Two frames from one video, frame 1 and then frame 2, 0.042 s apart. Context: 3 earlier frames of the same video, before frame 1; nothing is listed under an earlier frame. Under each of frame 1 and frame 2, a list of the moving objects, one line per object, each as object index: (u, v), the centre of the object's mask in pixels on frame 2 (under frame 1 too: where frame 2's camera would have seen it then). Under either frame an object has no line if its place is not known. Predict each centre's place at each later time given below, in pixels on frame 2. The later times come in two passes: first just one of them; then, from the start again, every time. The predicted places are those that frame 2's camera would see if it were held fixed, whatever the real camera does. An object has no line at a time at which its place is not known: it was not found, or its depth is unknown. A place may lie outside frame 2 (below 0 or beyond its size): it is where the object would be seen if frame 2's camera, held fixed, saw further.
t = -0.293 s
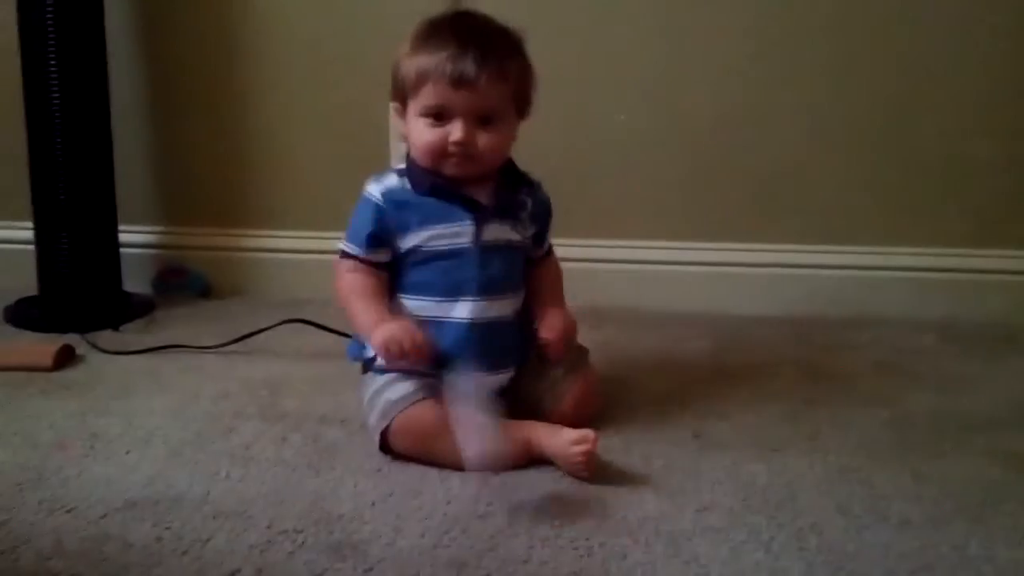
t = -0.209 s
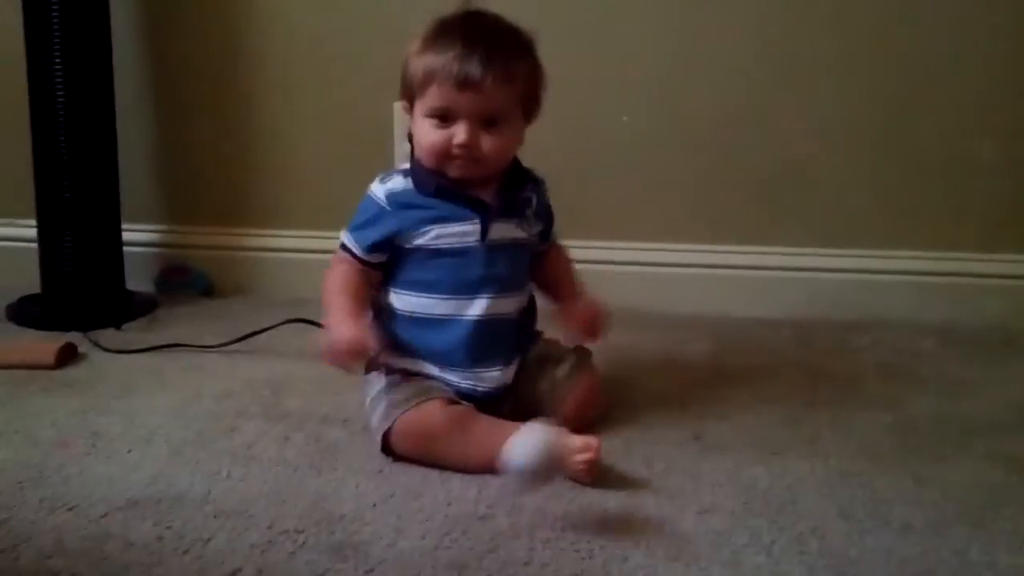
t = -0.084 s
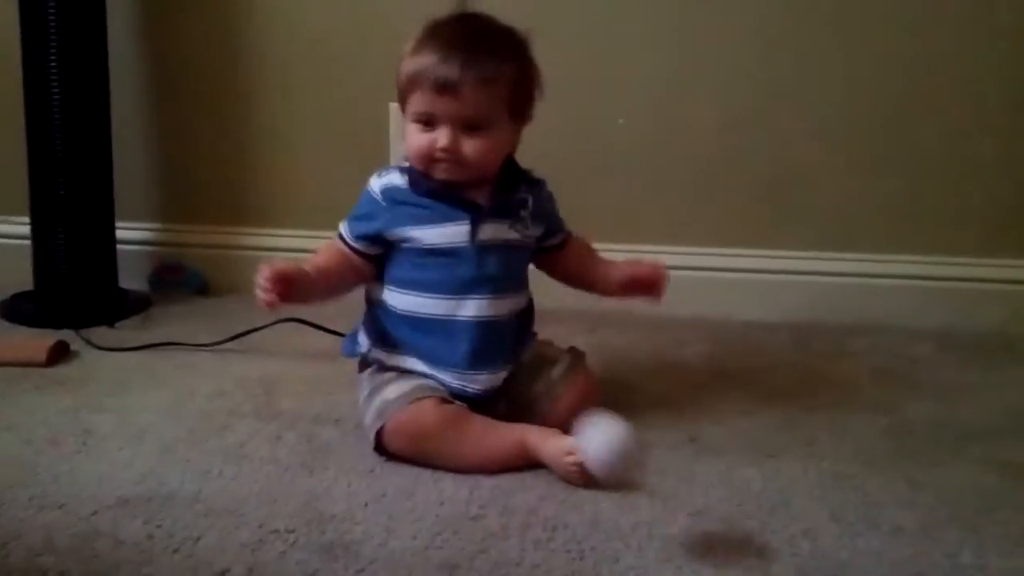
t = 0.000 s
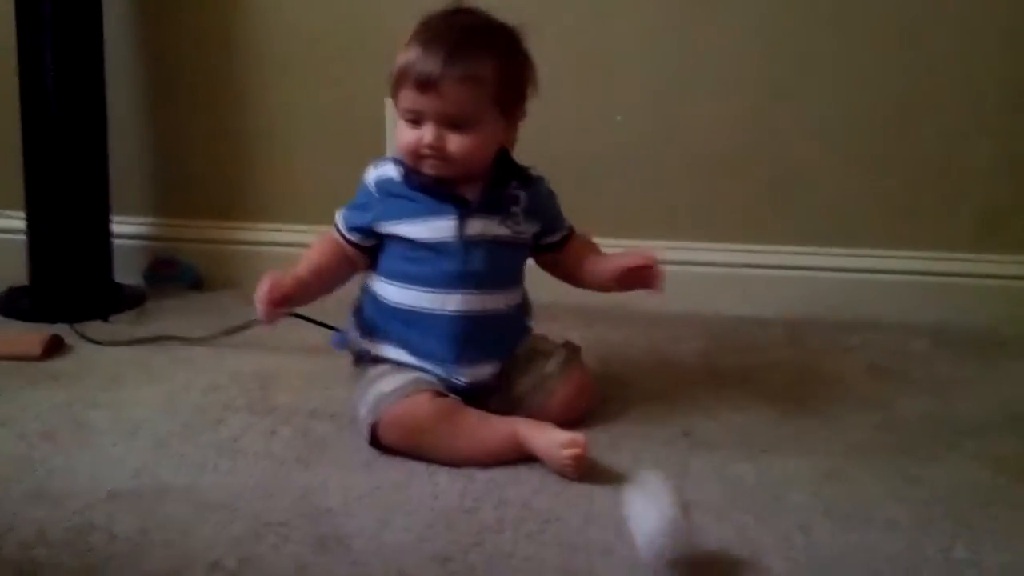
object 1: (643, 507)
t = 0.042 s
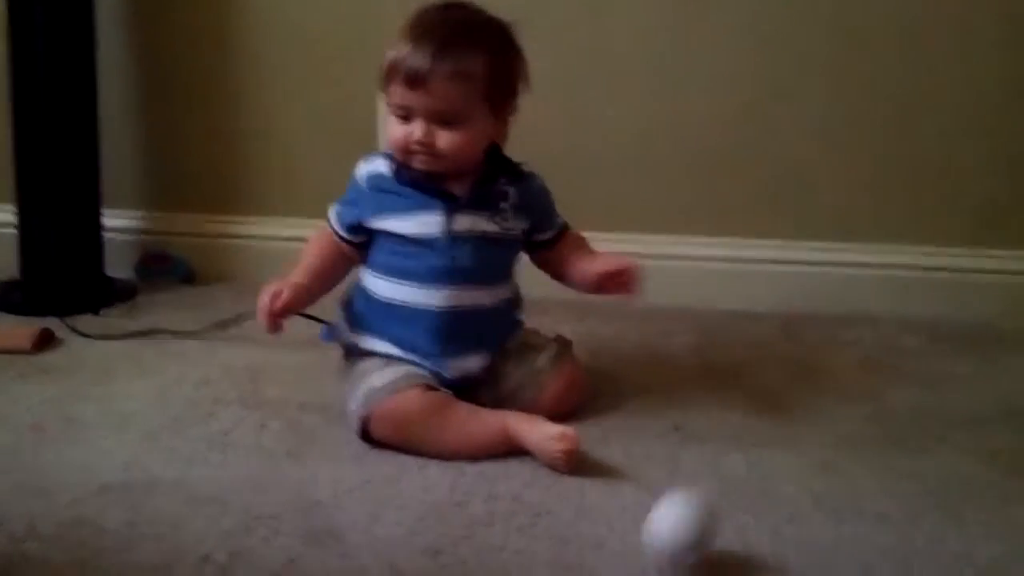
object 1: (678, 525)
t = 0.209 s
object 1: (794, 561)
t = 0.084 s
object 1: (709, 517)
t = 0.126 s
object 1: (736, 520)
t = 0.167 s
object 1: (763, 542)
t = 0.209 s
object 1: (794, 561)
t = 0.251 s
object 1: (828, 562)
